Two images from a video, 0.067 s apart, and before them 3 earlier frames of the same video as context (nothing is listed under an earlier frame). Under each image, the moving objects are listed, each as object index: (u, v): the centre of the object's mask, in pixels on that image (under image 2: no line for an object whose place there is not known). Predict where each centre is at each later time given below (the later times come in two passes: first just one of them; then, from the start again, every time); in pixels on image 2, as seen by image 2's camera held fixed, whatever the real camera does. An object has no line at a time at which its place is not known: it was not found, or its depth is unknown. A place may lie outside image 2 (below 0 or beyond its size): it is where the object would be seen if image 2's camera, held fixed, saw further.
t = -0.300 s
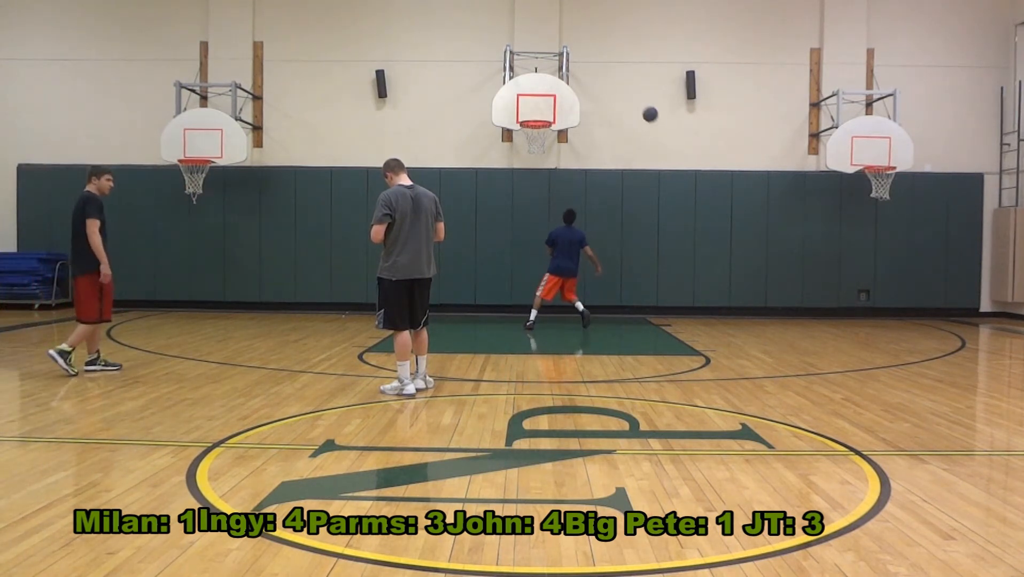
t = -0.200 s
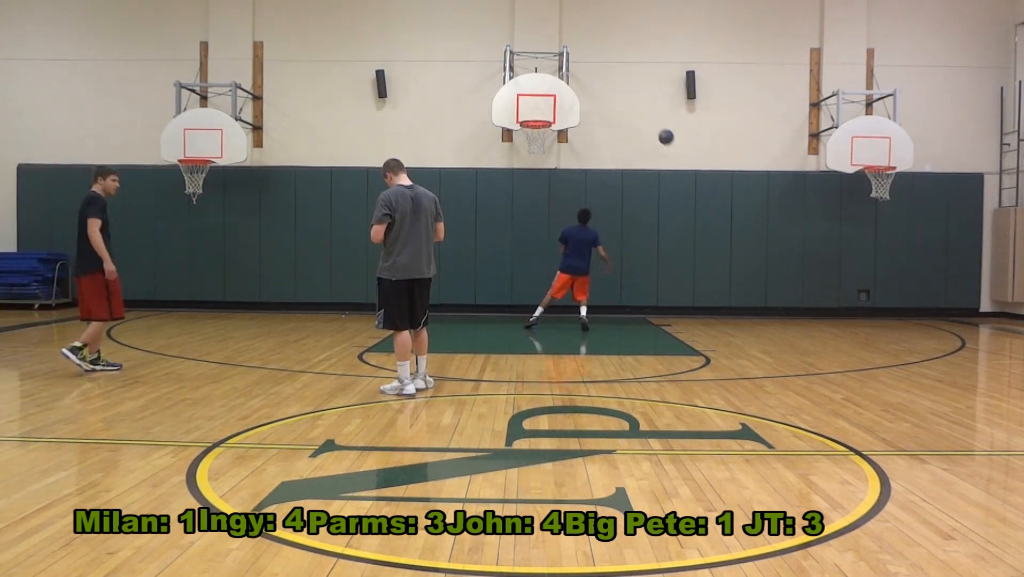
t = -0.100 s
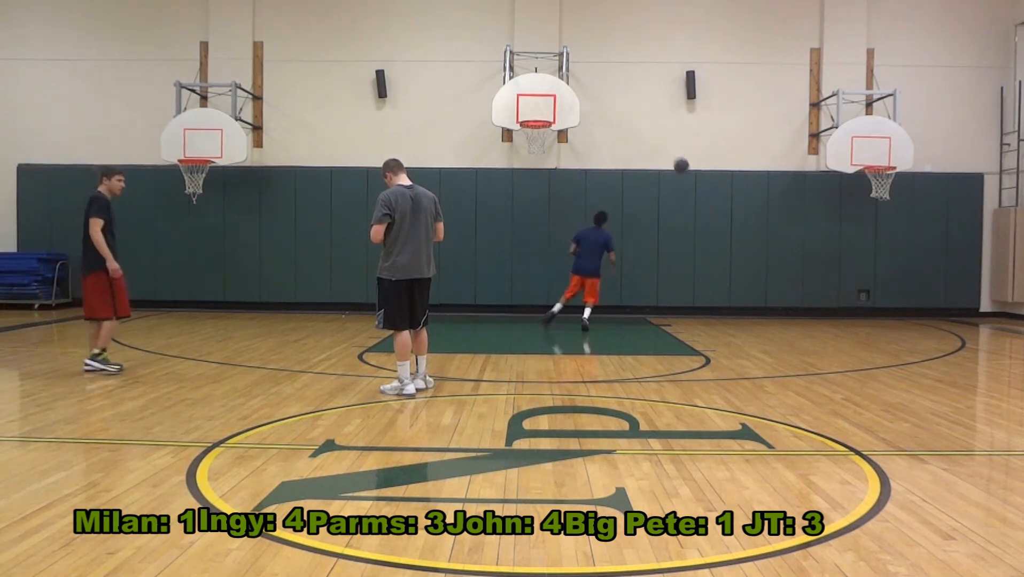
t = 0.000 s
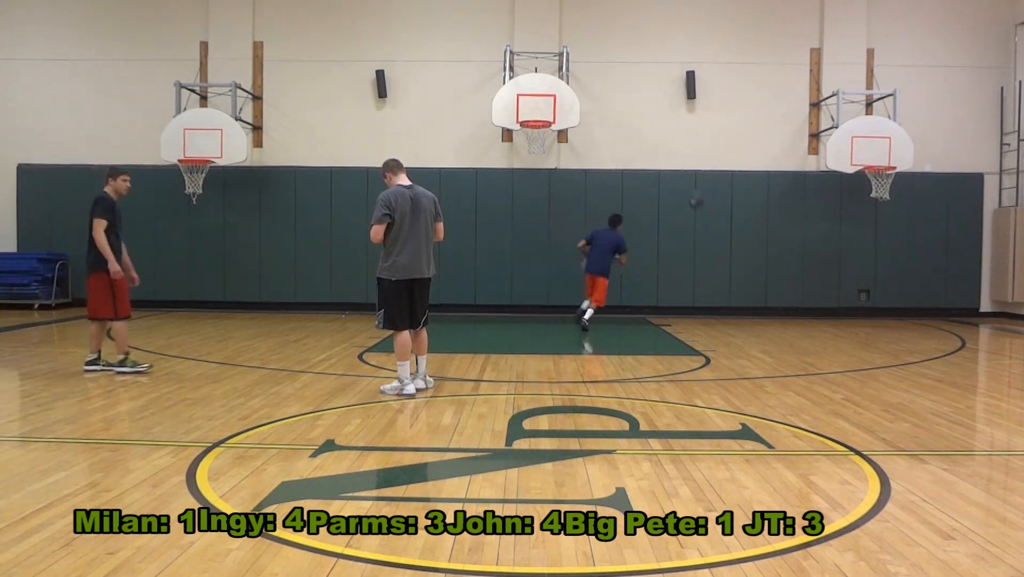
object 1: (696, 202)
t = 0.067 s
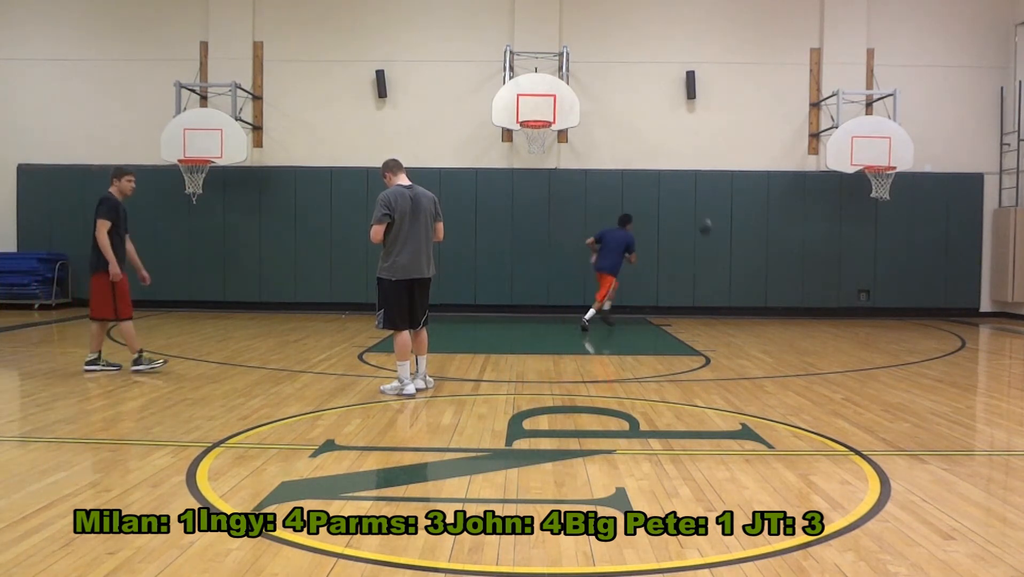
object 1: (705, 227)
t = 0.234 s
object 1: (727, 306)
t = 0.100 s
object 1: (711, 243)
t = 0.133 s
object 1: (713, 258)
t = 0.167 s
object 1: (719, 271)
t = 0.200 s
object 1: (724, 290)
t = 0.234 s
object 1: (727, 306)
